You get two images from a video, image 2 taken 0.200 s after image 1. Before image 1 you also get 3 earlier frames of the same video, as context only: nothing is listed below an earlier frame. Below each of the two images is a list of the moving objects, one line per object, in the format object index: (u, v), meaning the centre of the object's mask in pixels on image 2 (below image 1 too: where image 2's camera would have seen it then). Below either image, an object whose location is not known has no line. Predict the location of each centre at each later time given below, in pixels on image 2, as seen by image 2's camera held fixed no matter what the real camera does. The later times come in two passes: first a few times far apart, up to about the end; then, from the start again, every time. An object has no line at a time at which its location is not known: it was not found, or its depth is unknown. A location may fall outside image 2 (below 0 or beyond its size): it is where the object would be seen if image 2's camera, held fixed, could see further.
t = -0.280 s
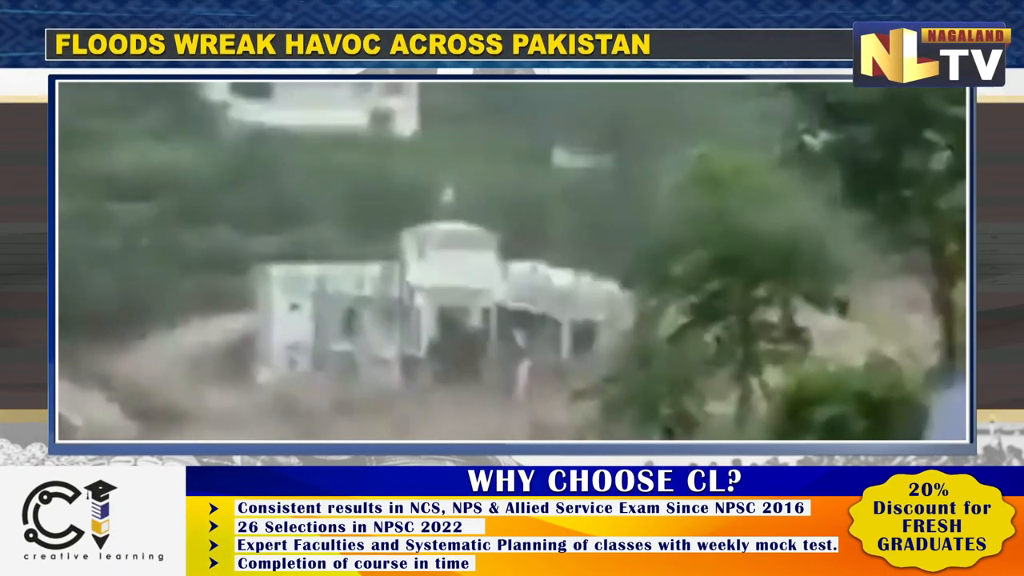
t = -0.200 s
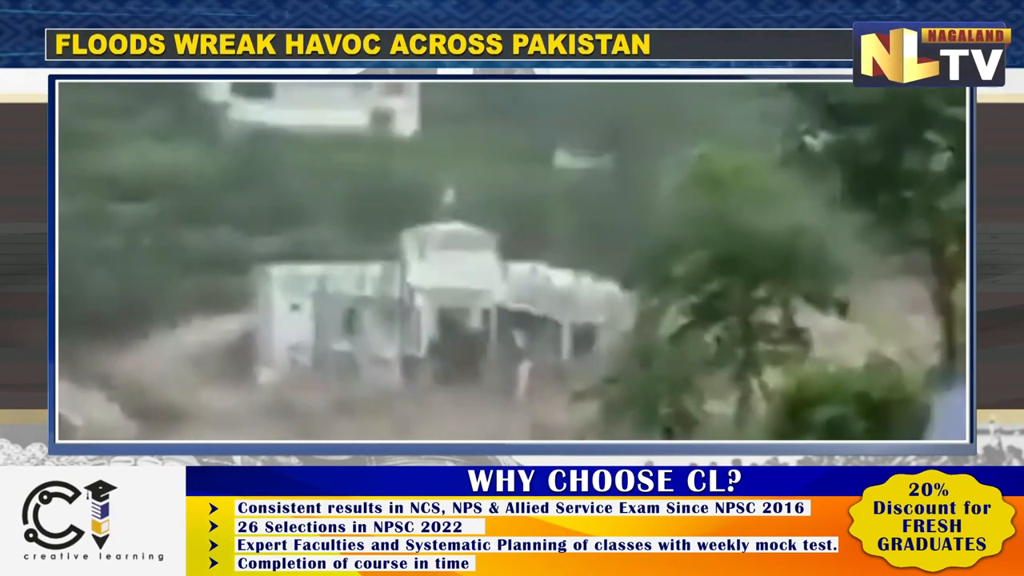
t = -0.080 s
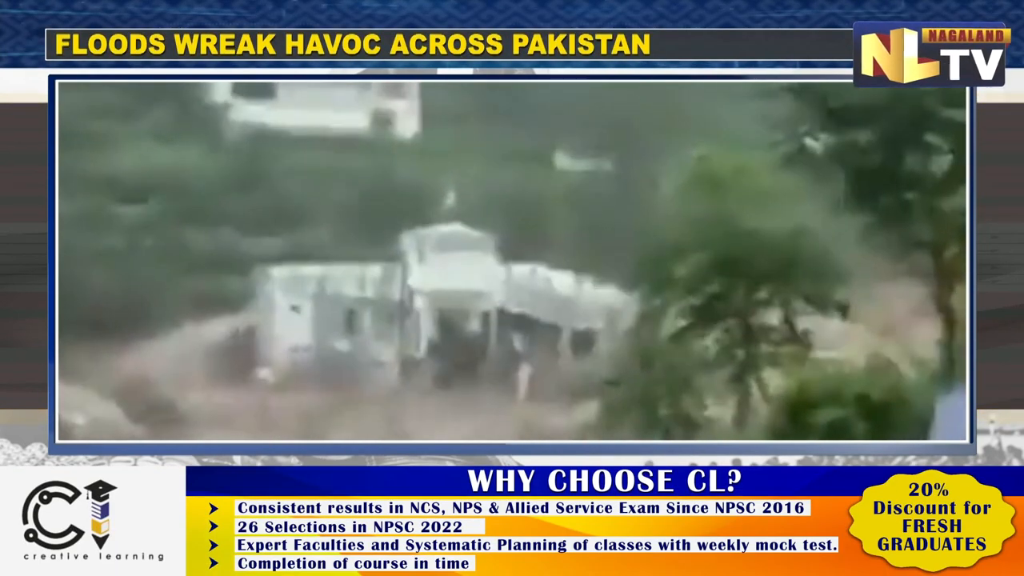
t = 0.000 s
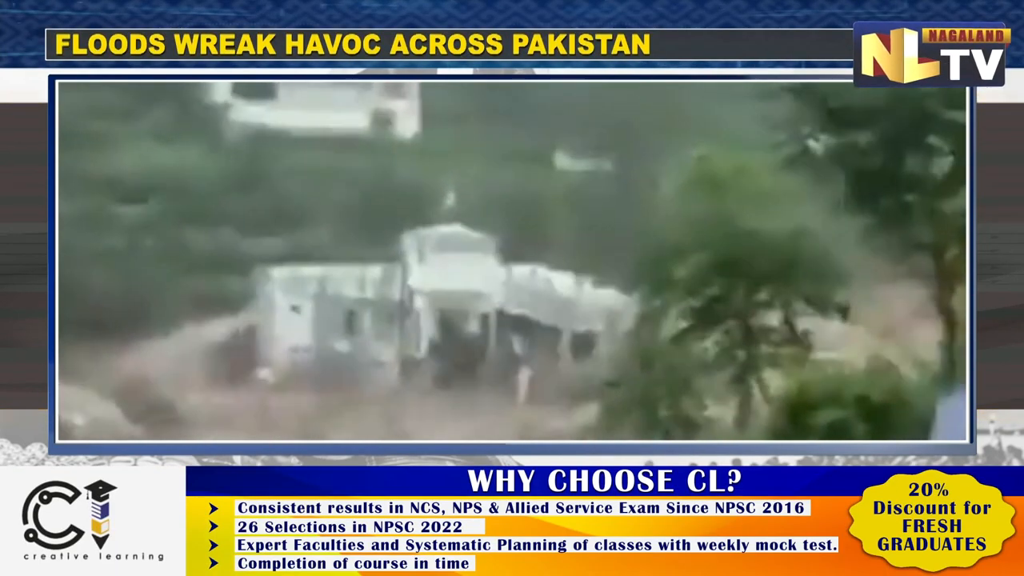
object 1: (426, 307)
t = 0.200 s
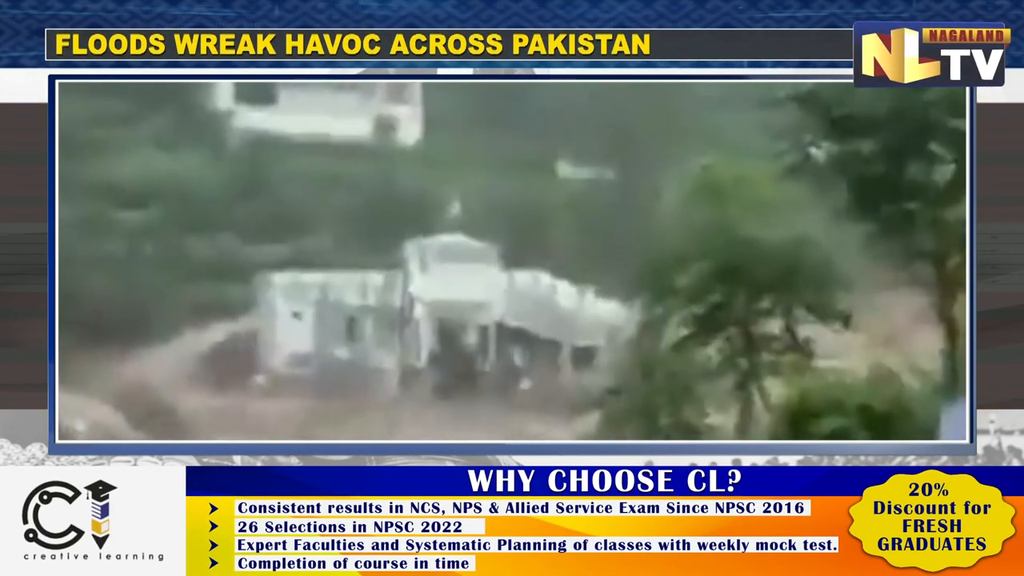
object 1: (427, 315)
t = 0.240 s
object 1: (427, 316)
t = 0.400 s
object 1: (428, 324)
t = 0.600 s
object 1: (432, 330)
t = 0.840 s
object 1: (438, 341)
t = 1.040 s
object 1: (438, 355)
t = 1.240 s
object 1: (438, 376)
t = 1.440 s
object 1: (414, 383)
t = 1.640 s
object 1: (415, 384)
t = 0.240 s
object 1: (427, 316)
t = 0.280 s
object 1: (427, 319)
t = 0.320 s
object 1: (427, 321)
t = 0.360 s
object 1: (428, 323)
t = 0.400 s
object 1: (428, 324)
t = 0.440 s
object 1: (429, 326)
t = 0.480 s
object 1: (429, 327)
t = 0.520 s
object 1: (431, 328)
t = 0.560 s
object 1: (432, 328)
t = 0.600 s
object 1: (432, 330)
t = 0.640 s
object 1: (433, 331)
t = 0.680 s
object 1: (434, 332)
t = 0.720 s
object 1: (438, 333)
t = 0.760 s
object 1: (439, 333)
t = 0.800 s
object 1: (440, 336)
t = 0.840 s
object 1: (438, 341)
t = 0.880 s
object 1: (437, 344)
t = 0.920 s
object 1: (437, 347)
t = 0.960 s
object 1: (437, 349)
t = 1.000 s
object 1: (437, 352)
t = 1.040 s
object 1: (438, 355)
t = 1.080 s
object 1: (438, 360)
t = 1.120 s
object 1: (438, 365)
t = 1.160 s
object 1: (437, 369)
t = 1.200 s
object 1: (438, 374)
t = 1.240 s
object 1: (438, 376)
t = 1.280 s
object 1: (439, 379)
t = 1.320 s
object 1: (439, 383)
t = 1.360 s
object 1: (430, 383)
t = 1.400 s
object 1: (420, 383)
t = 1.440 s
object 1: (414, 383)
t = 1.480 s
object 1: (408, 383)
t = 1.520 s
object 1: (399, 381)
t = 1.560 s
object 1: (401, 381)
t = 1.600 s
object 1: (410, 382)
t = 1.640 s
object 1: (415, 384)
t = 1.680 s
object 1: (420, 385)
